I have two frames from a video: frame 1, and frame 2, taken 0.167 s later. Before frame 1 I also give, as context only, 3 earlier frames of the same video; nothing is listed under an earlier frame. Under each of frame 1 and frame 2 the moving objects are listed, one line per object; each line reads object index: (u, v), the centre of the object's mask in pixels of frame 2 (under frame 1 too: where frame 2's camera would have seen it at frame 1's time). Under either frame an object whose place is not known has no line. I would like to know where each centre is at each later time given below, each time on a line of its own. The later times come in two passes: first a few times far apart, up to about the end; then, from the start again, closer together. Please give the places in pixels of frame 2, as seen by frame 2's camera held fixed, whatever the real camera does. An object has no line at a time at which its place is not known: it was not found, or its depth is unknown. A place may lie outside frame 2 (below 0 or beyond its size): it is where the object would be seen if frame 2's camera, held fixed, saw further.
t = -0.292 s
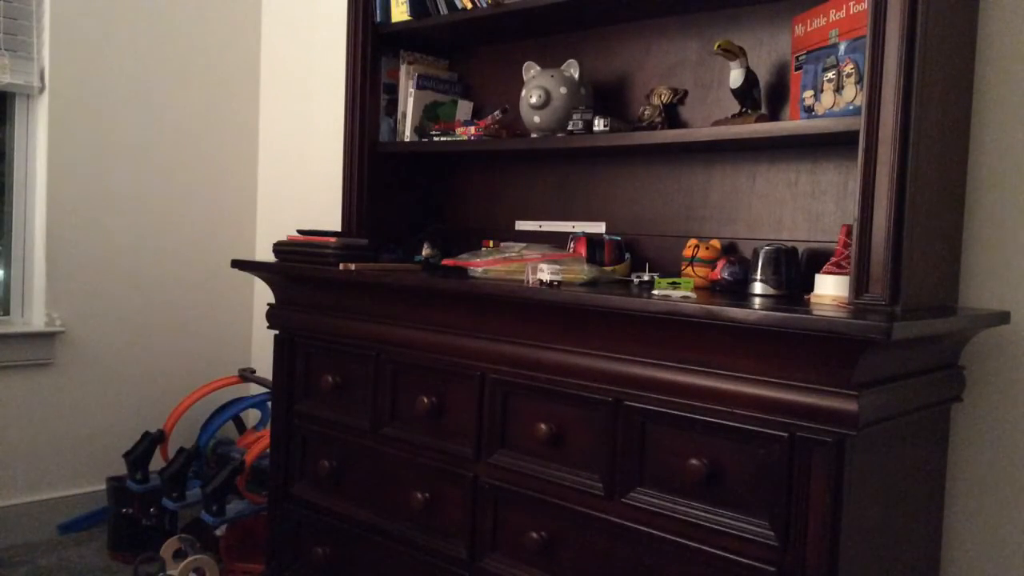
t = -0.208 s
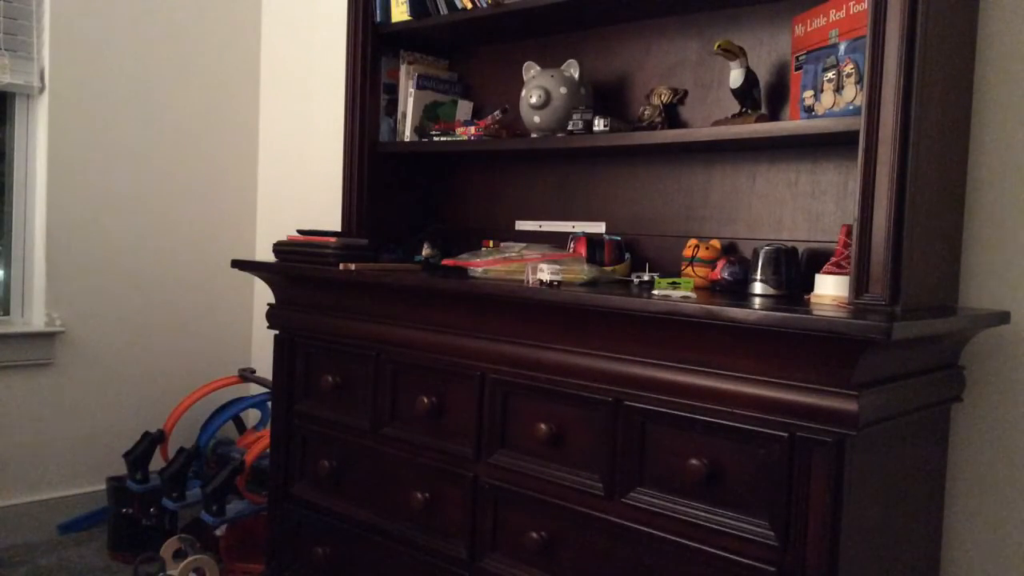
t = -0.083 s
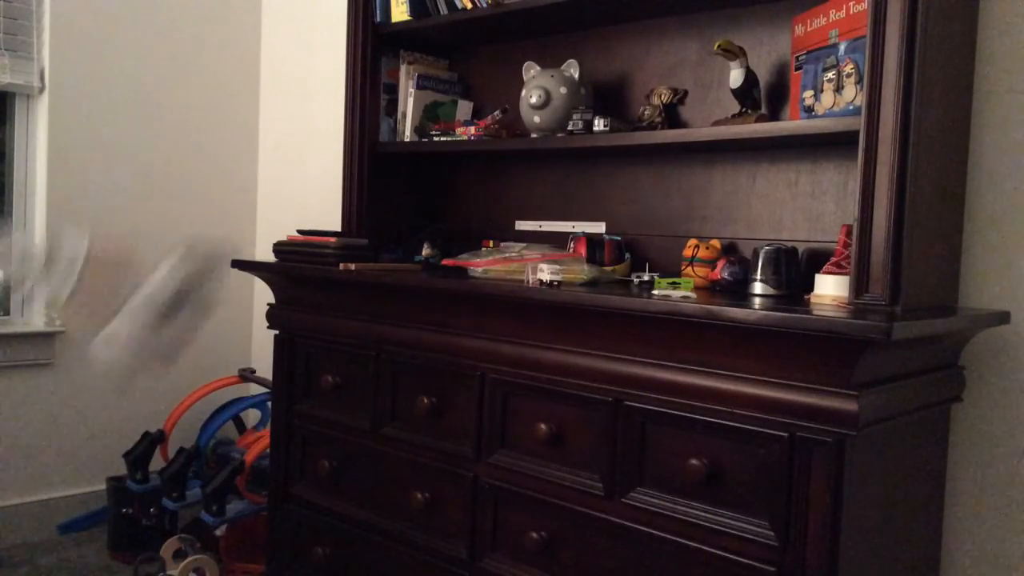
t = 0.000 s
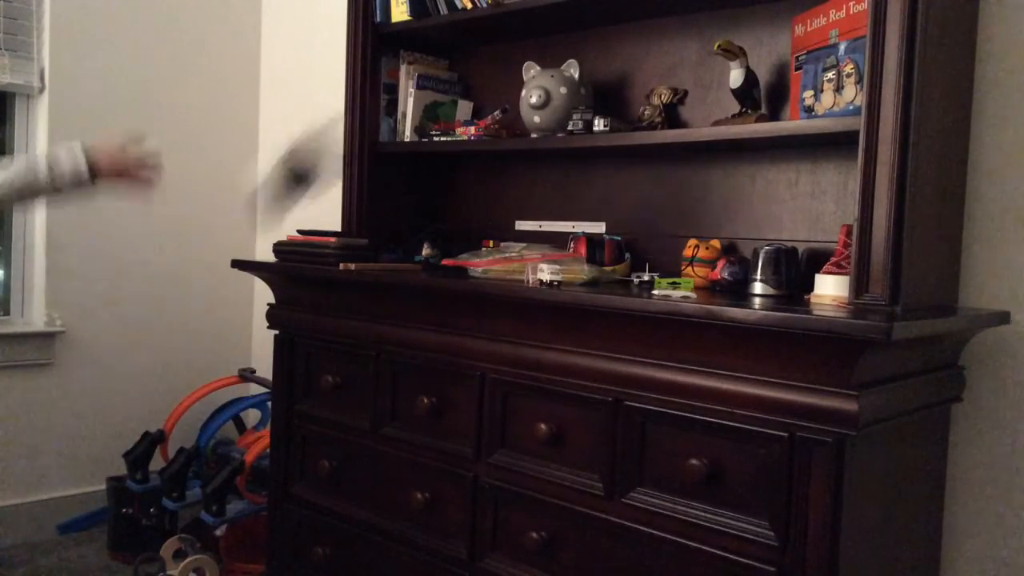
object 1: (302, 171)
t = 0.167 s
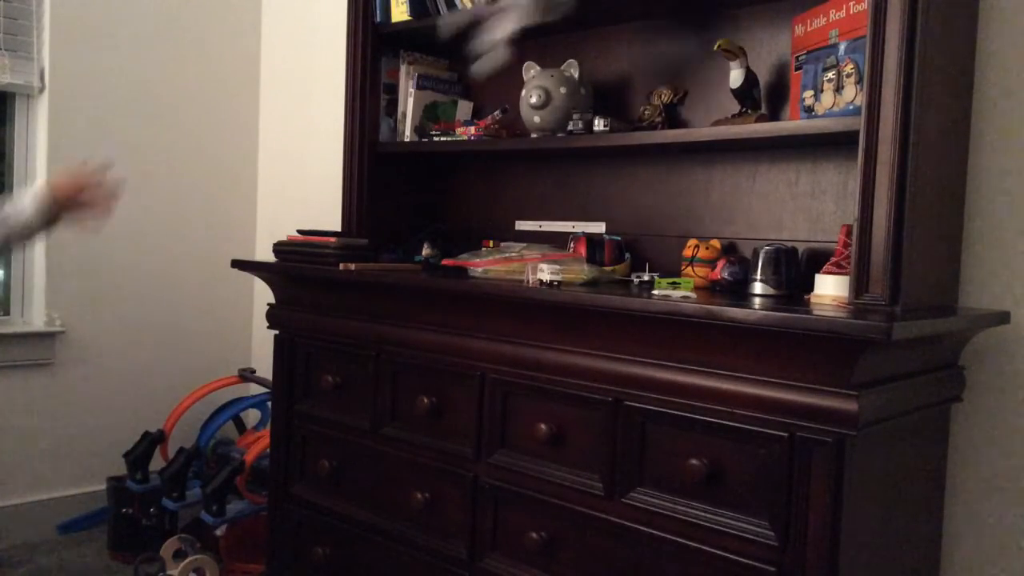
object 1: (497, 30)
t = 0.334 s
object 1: (603, 82)
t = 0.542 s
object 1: (621, 89)
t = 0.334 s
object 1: (603, 82)
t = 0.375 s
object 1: (606, 91)
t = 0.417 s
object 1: (613, 89)
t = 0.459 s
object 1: (618, 88)
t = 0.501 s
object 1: (619, 89)
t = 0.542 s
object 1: (621, 89)
